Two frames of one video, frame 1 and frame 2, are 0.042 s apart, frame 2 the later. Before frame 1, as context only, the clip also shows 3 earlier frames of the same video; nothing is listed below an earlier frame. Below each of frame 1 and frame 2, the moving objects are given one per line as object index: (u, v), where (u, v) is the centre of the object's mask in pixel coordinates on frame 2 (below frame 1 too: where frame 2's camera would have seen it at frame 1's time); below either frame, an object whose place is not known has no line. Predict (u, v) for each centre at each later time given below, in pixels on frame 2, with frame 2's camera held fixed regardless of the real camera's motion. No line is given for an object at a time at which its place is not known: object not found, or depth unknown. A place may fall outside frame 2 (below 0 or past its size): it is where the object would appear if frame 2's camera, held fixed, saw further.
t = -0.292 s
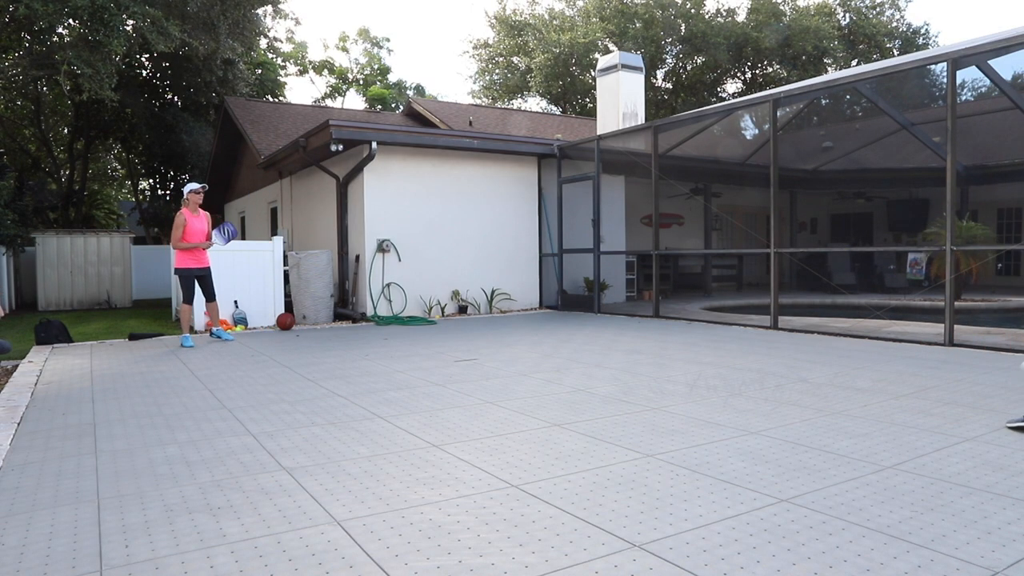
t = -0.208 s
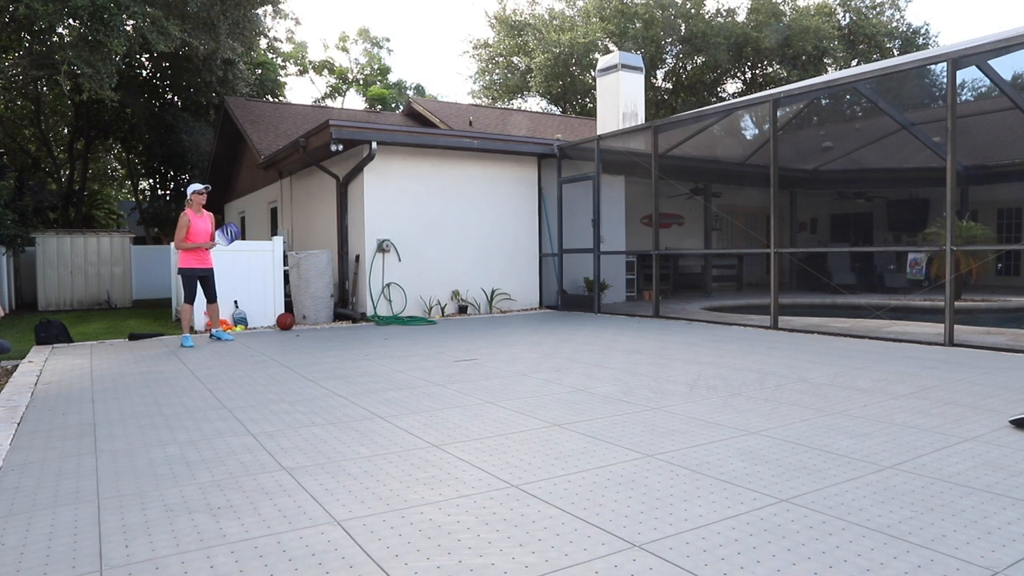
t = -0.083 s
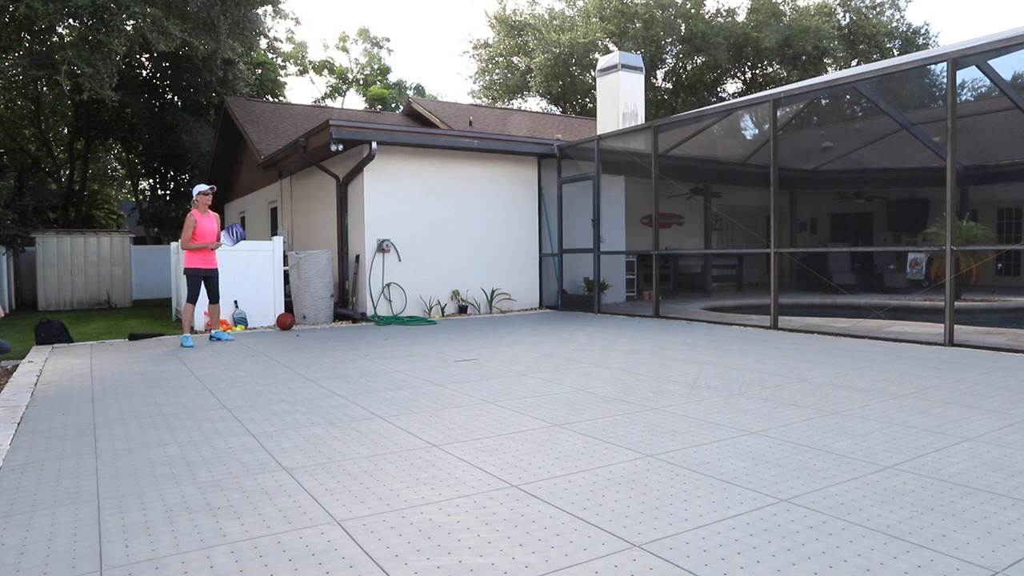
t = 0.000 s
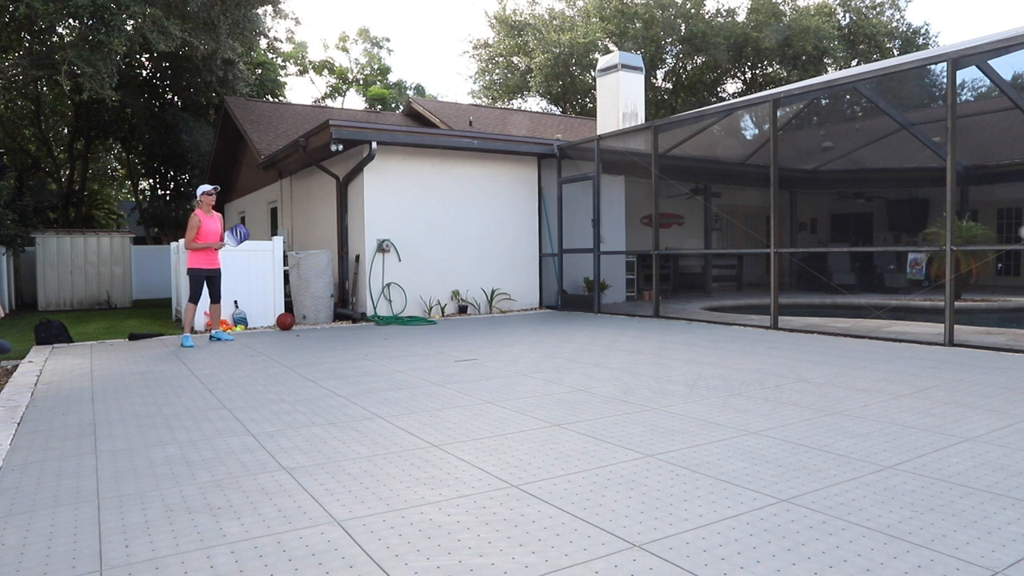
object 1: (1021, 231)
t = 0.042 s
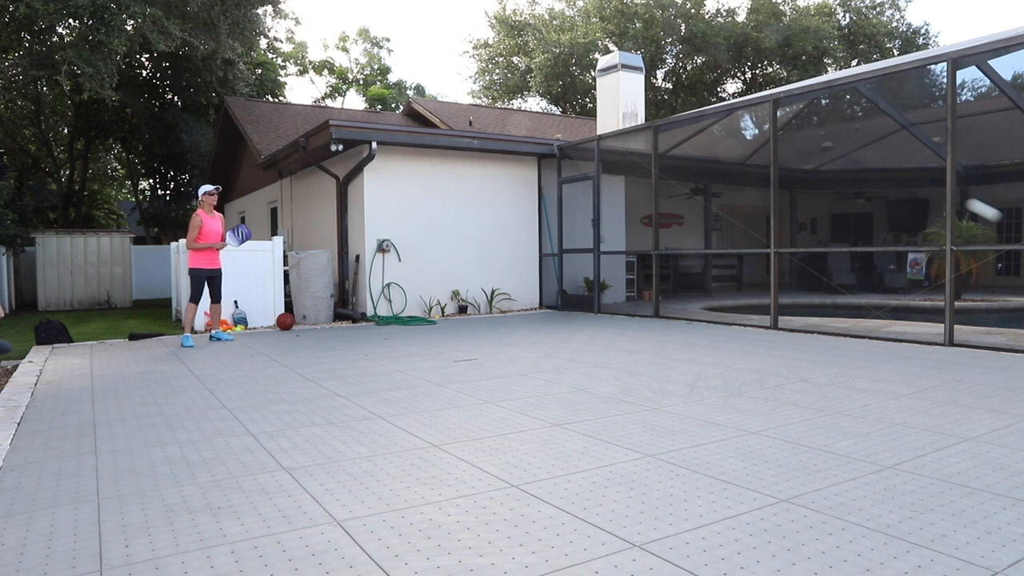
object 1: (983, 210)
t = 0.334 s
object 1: (652, 108)
